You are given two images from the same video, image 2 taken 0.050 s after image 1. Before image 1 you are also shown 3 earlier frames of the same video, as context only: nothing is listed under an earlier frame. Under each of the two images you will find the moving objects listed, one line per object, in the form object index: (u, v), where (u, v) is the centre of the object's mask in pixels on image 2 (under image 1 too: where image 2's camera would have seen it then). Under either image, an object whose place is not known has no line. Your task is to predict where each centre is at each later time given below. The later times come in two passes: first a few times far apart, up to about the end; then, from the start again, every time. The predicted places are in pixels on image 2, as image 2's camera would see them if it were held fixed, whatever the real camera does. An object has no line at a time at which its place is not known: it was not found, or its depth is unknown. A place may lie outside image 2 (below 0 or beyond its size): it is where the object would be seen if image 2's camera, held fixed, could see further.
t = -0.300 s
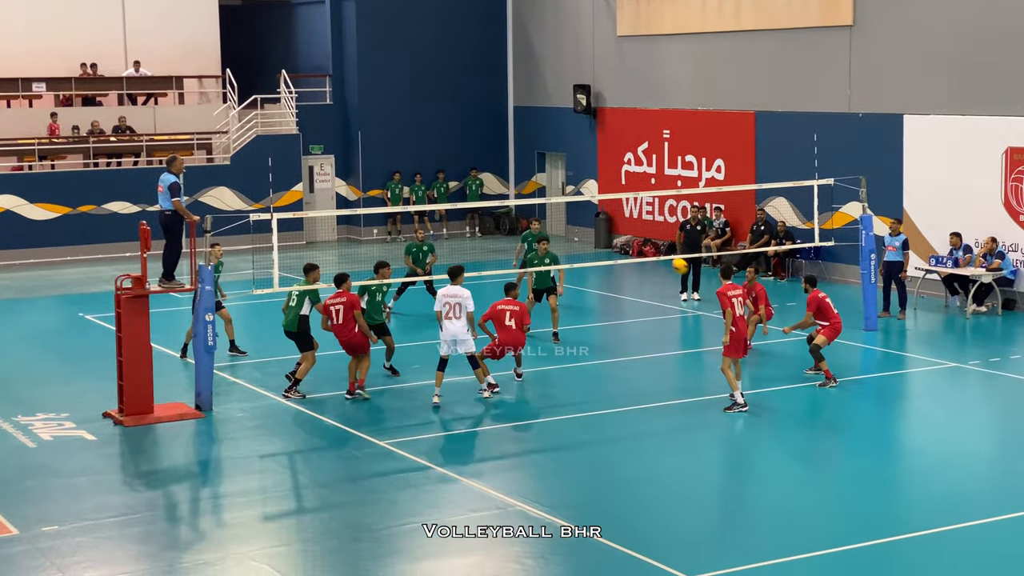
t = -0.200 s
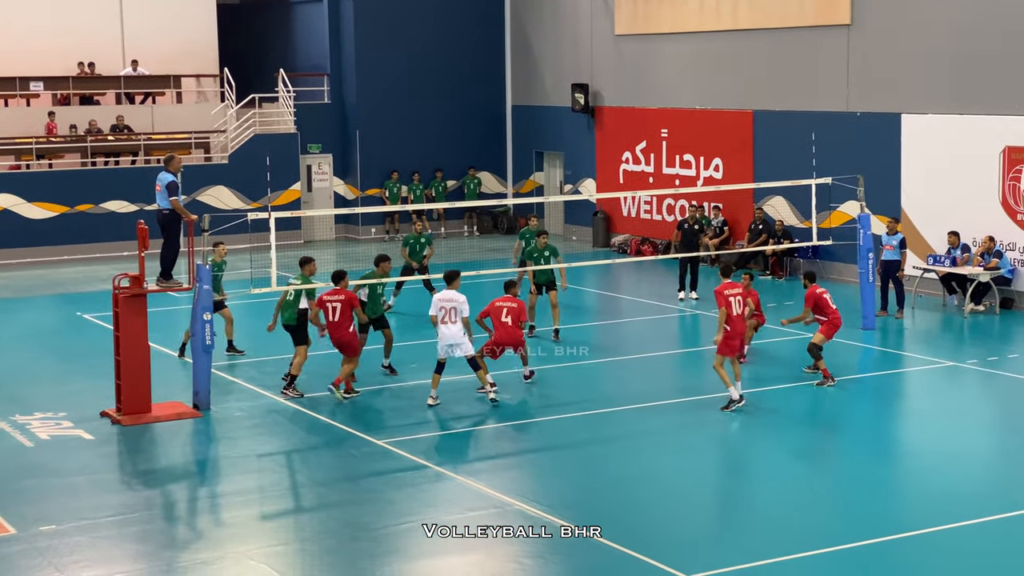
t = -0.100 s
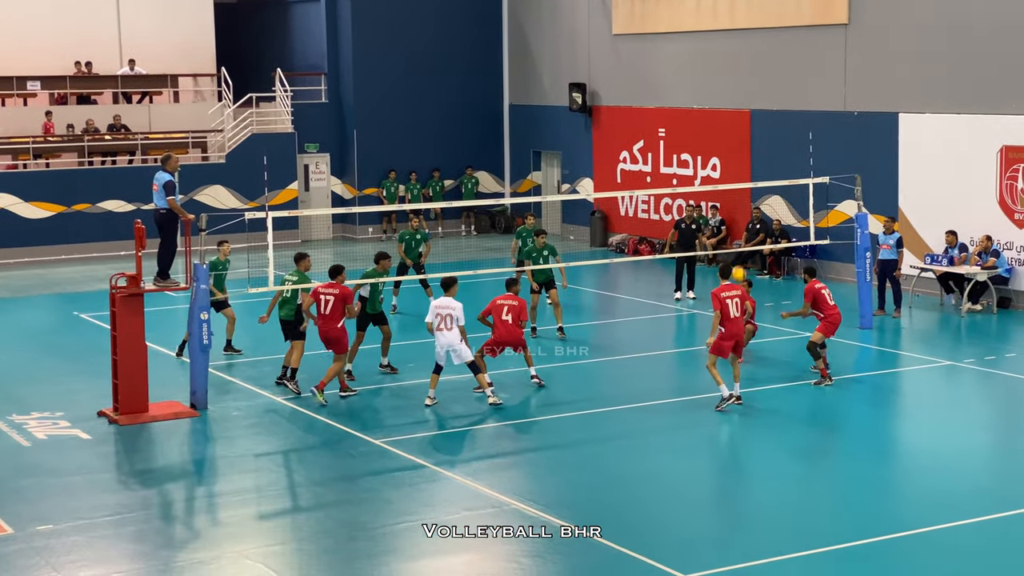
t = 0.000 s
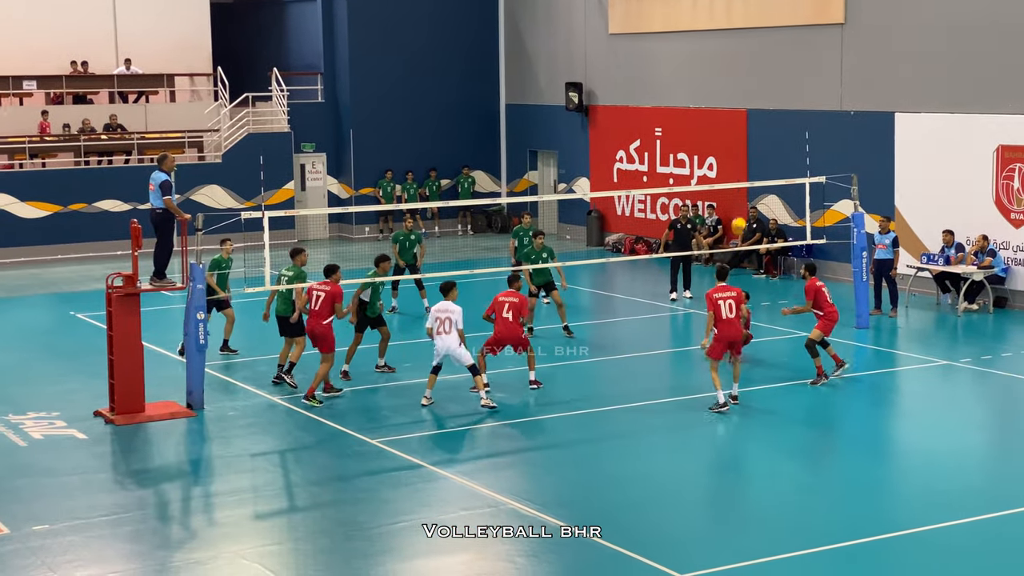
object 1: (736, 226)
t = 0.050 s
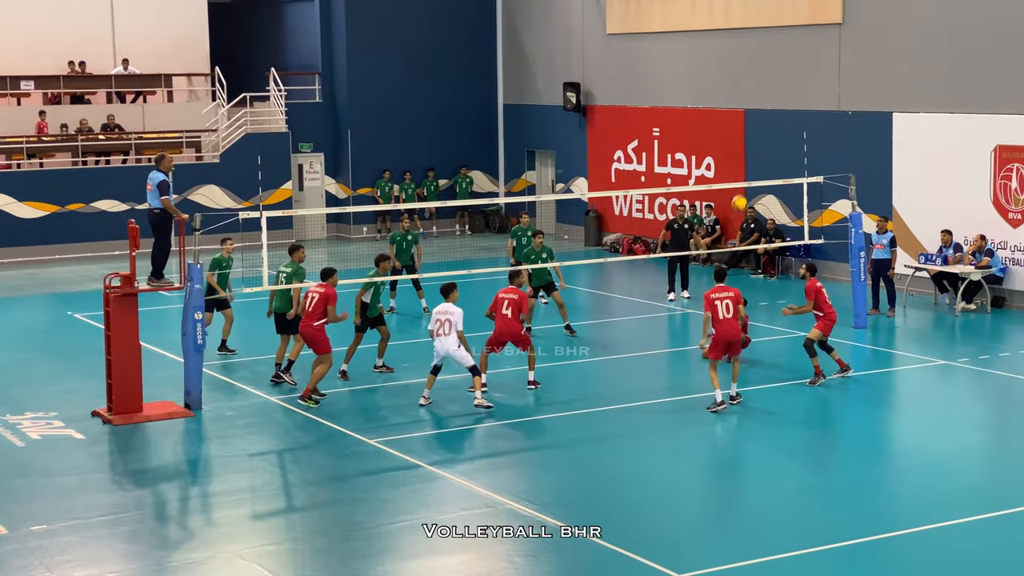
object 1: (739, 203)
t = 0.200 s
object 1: (749, 144)
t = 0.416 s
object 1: (769, 81)
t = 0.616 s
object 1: (792, 53)
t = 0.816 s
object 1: (818, 57)
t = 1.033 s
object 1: (851, 105)
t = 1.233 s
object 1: (884, 199)
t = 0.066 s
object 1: (740, 196)
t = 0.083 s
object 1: (742, 189)
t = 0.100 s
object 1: (742, 182)
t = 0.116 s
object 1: (744, 175)
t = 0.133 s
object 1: (745, 169)
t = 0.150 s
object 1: (746, 162)
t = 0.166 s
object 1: (747, 156)
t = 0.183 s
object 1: (748, 149)
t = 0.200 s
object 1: (749, 144)
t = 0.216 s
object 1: (751, 138)
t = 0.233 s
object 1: (753, 132)
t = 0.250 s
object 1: (754, 127)
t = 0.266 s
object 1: (756, 121)
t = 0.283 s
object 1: (757, 117)
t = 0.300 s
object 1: (758, 112)
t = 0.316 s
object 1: (760, 107)
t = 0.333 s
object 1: (761, 102)
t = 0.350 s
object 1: (763, 98)
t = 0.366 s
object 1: (765, 93)
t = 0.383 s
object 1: (766, 89)
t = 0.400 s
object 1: (768, 85)
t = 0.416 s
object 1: (769, 81)
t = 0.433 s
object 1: (771, 78)
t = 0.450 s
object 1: (773, 75)
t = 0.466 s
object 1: (774, 72)
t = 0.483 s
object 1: (777, 69)
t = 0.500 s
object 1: (779, 66)
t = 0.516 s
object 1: (781, 63)
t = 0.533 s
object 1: (783, 61)
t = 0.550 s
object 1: (784, 59)
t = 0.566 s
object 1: (786, 57)
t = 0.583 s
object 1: (788, 55)
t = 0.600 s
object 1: (790, 54)
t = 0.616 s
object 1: (792, 53)
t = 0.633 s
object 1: (794, 52)
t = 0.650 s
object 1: (796, 51)
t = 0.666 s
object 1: (798, 50)
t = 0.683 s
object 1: (801, 50)
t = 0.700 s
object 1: (803, 50)
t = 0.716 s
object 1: (805, 50)
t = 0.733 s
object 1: (807, 51)
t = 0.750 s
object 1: (809, 52)
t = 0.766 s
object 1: (811, 53)
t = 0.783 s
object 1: (814, 54)
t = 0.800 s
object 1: (816, 55)
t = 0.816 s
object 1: (818, 57)
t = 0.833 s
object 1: (821, 59)
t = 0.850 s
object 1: (823, 61)
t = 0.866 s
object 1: (826, 64)
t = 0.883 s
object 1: (829, 67)
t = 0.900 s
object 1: (831, 70)
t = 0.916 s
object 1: (833, 74)
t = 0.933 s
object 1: (837, 77)
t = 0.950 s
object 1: (838, 81)
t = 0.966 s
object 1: (841, 86)
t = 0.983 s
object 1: (844, 90)
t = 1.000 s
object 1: (847, 95)
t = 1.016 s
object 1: (849, 100)
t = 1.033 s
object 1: (851, 105)
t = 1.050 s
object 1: (854, 111)
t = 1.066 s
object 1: (857, 117)
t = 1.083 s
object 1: (860, 124)
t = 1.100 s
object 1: (862, 131)
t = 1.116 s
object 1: (865, 138)
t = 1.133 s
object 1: (868, 146)
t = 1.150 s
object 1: (870, 154)
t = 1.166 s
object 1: (873, 162)
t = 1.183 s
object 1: (876, 170)
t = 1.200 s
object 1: (879, 179)
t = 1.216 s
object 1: (882, 189)
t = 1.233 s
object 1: (884, 199)
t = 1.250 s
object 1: (887, 208)
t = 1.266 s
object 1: (891, 218)
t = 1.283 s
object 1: (894, 228)
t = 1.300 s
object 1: (896, 241)
